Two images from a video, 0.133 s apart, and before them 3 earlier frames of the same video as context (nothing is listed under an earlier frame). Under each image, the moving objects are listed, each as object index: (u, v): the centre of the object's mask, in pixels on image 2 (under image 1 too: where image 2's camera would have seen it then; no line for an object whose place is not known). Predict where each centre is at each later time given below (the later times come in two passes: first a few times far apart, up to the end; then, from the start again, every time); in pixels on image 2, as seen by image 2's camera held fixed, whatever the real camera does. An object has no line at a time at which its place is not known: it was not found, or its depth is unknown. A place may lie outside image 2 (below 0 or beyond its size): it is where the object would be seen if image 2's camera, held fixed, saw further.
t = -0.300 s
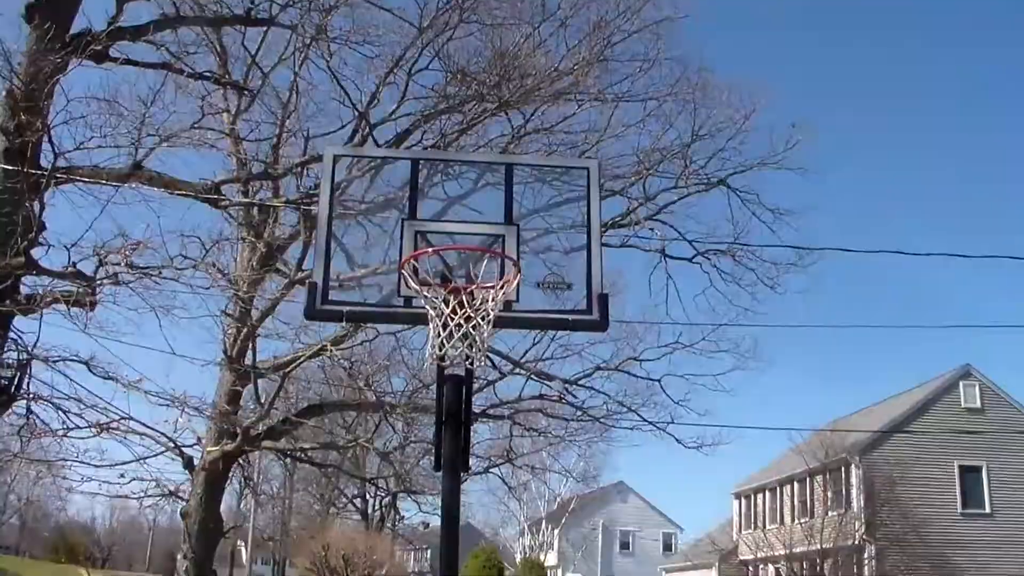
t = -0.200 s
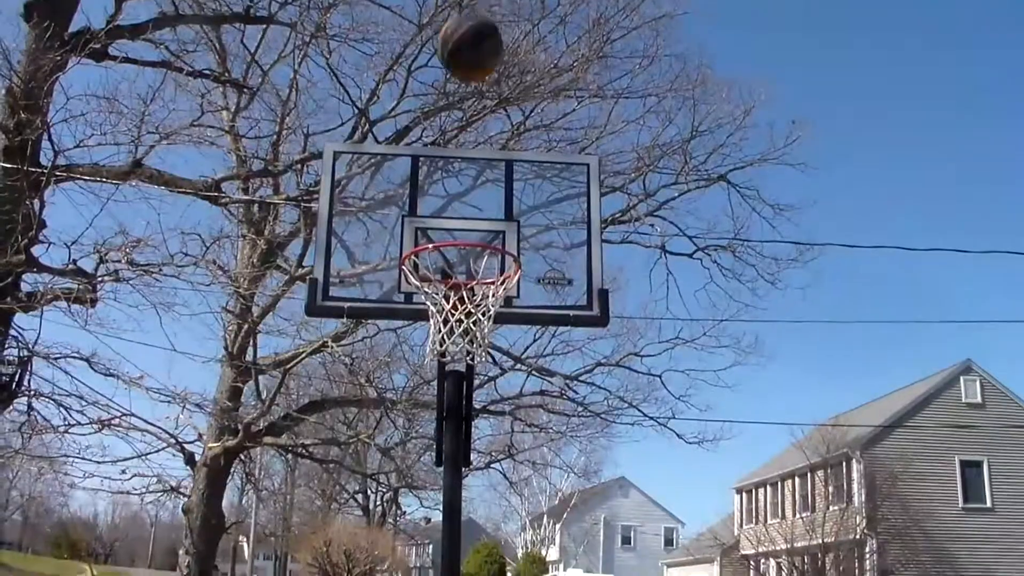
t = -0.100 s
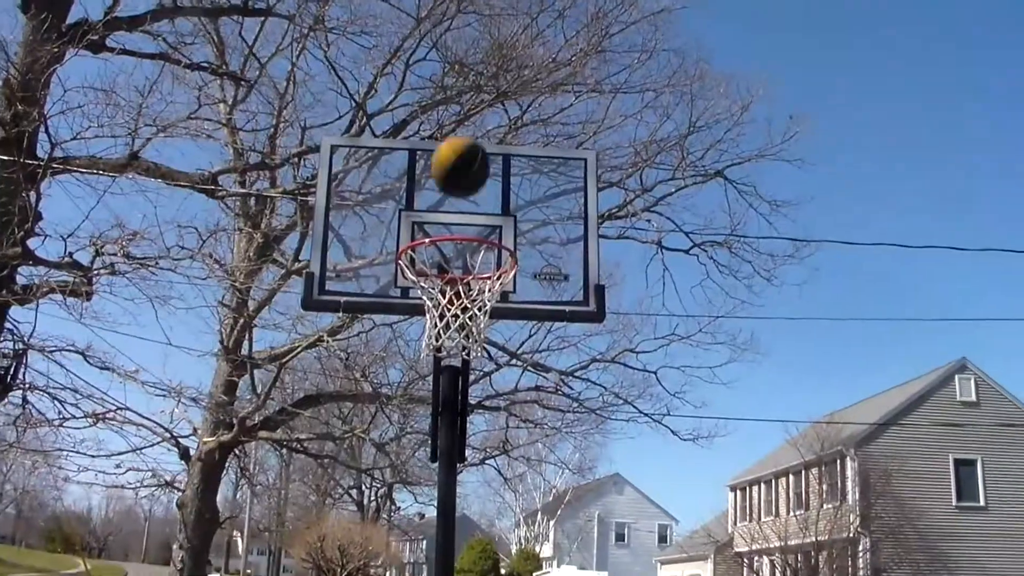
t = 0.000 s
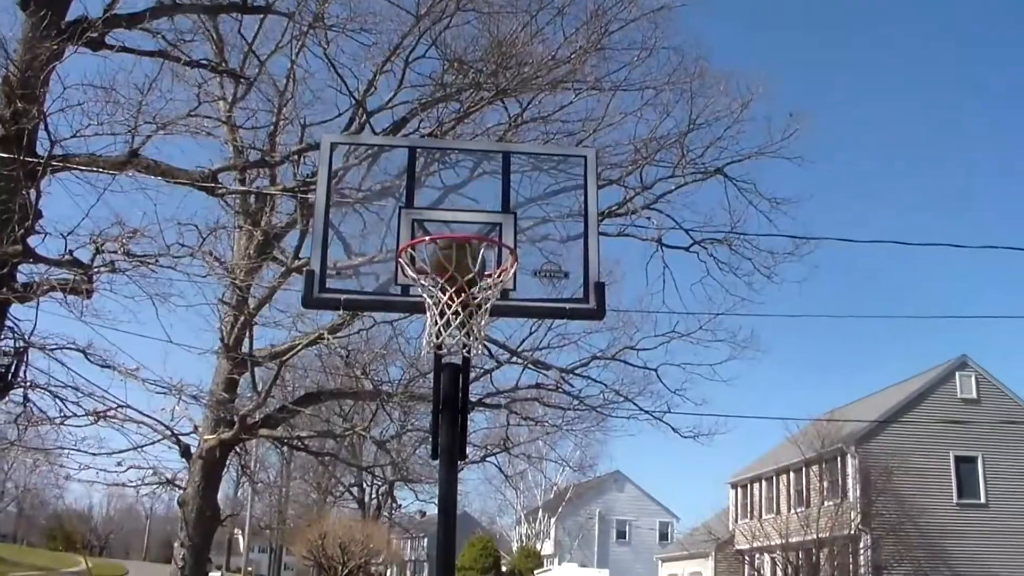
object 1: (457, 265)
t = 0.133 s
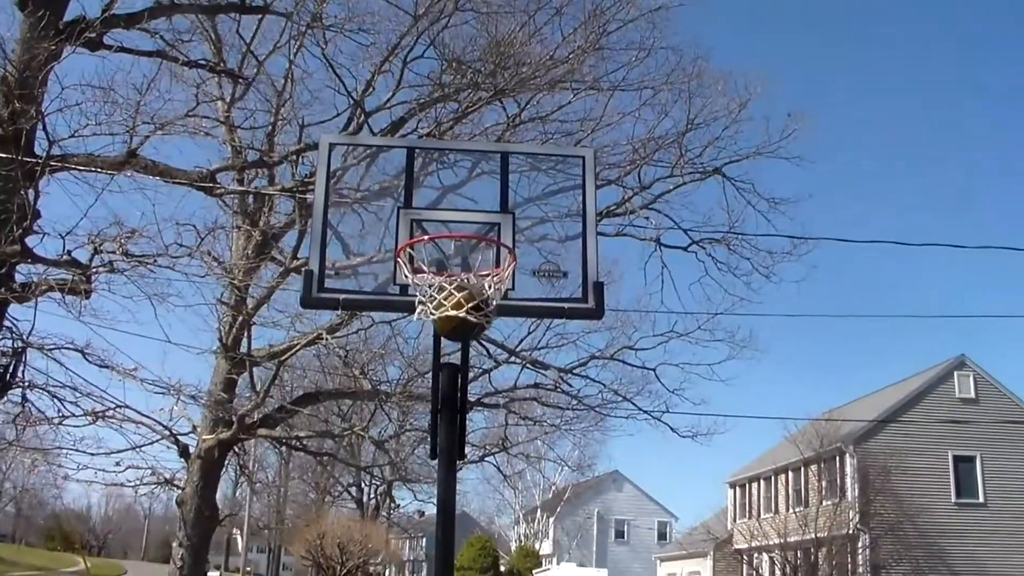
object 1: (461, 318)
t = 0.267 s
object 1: (453, 410)
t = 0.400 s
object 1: (442, 545)
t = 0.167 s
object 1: (458, 341)
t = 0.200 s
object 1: (457, 357)
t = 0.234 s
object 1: (455, 381)
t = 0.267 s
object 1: (453, 410)
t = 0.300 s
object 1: (451, 439)
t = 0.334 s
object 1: (449, 472)
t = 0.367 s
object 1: (446, 508)
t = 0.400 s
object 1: (442, 545)
